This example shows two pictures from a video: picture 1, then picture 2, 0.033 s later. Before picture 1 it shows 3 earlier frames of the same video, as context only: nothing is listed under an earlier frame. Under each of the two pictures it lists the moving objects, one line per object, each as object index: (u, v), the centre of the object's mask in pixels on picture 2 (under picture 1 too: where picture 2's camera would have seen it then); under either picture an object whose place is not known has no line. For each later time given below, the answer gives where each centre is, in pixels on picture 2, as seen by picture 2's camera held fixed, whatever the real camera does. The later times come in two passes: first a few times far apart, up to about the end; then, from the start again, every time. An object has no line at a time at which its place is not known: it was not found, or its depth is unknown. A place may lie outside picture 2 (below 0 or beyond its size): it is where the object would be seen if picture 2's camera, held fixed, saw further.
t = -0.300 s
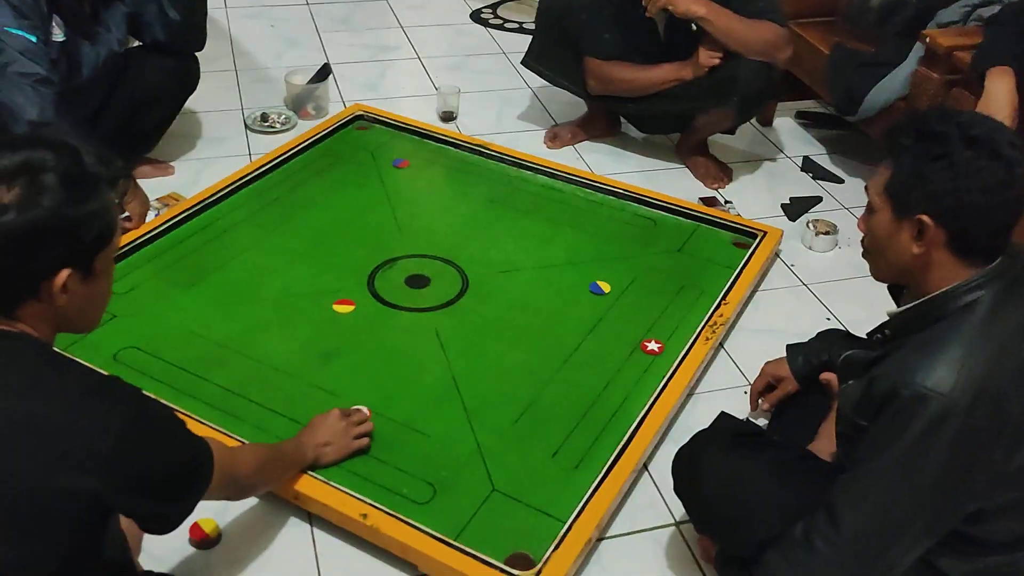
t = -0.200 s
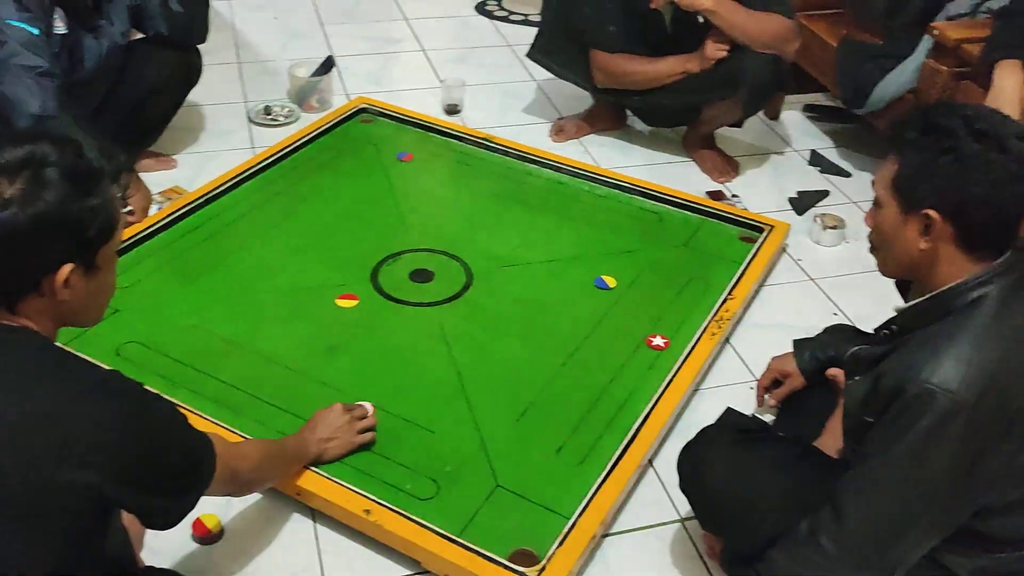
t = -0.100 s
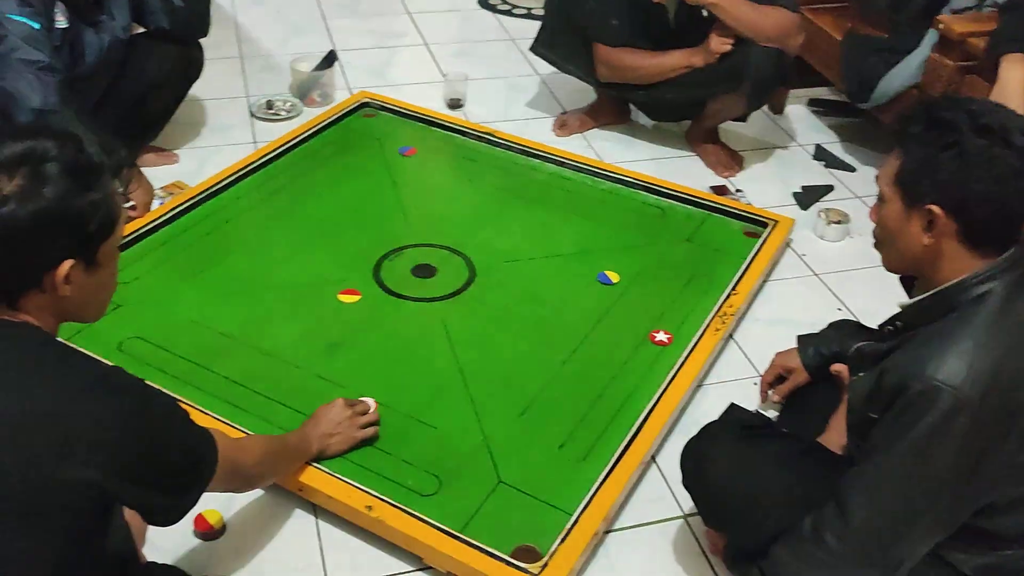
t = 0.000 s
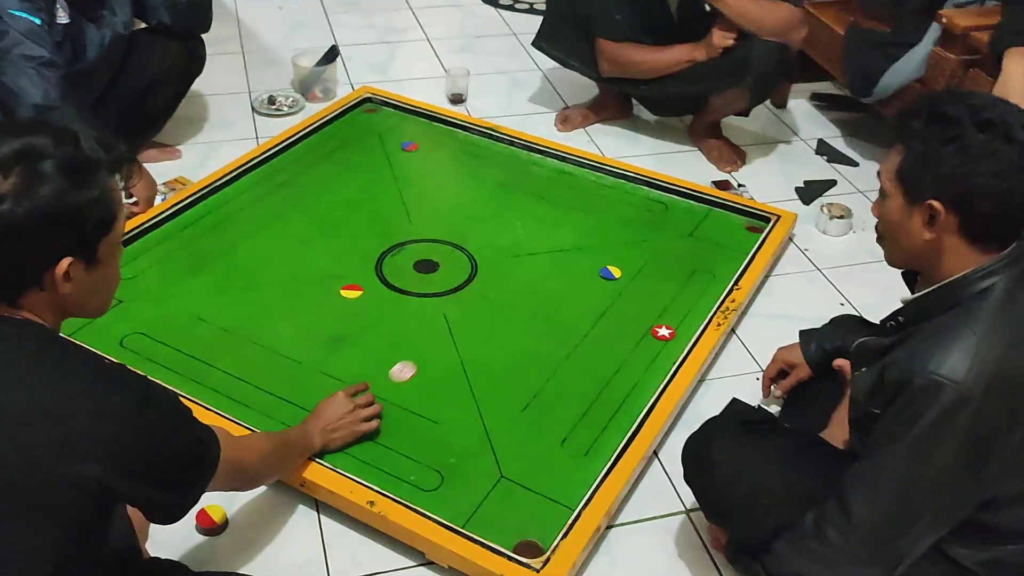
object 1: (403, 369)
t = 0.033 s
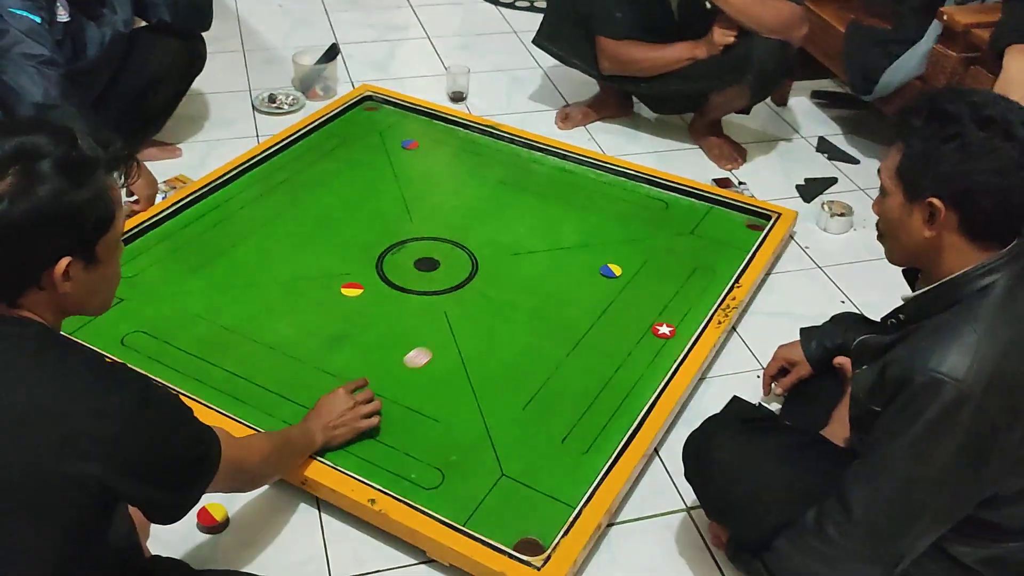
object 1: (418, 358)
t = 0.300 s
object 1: (516, 277)
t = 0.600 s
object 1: (602, 206)
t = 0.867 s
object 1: (618, 202)
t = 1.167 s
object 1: (595, 240)
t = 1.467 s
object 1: (571, 283)
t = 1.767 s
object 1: (545, 330)
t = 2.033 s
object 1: (521, 373)
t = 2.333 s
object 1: (495, 425)
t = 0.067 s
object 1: (431, 346)
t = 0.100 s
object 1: (445, 335)
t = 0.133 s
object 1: (457, 325)
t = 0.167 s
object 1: (470, 315)
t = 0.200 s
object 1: (482, 305)
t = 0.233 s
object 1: (494, 295)
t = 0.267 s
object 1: (505, 286)
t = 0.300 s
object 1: (516, 277)
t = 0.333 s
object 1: (527, 268)
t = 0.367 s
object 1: (537, 260)
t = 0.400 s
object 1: (548, 251)
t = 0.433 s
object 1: (557, 243)
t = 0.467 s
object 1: (566, 235)
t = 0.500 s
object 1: (576, 227)
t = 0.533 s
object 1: (585, 220)
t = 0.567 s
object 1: (593, 213)
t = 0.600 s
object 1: (602, 206)
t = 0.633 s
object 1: (610, 199)
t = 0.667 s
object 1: (617, 192)
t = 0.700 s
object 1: (625, 186)
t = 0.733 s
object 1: (627, 185)
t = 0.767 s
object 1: (625, 189)
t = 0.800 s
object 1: (622, 194)
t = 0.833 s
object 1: (620, 198)
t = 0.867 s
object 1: (618, 202)
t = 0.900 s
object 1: (615, 206)
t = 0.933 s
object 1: (613, 210)
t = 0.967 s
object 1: (610, 214)
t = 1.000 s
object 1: (608, 218)
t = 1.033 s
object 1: (605, 222)
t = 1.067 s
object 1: (603, 227)
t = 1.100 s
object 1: (600, 231)
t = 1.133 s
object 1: (598, 236)
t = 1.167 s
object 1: (595, 240)
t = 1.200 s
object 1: (592, 245)
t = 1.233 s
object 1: (590, 249)
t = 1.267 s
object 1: (587, 254)
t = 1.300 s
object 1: (584, 259)
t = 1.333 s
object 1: (581, 263)
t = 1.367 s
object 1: (579, 268)
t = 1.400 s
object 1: (576, 273)
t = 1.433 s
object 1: (573, 278)
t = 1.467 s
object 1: (571, 283)
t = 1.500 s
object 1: (568, 288)
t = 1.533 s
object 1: (565, 293)
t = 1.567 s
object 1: (562, 299)
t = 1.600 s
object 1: (560, 304)
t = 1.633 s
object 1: (557, 309)
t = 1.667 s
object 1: (554, 314)
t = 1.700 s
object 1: (551, 319)
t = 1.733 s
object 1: (548, 325)
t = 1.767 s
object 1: (545, 330)
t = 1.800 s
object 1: (542, 336)
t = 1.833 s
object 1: (539, 341)
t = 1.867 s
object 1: (536, 346)
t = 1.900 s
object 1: (533, 352)
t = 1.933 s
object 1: (530, 357)
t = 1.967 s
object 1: (527, 362)
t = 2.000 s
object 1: (524, 368)
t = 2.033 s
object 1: (521, 373)
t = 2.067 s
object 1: (518, 379)
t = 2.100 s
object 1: (515, 385)
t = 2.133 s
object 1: (512, 390)
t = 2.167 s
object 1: (509, 396)
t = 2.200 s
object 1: (506, 402)
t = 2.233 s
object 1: (504, 408)
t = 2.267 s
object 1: (501, 413)
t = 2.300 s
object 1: (498, 419)
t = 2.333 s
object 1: (495, 425)
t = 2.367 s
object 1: (492, 431)
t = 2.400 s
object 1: (489, 436)
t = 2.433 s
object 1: (486, 442)
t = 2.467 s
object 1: (483, 448)
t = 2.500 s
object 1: (480, 454)
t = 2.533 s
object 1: (477, 460)
